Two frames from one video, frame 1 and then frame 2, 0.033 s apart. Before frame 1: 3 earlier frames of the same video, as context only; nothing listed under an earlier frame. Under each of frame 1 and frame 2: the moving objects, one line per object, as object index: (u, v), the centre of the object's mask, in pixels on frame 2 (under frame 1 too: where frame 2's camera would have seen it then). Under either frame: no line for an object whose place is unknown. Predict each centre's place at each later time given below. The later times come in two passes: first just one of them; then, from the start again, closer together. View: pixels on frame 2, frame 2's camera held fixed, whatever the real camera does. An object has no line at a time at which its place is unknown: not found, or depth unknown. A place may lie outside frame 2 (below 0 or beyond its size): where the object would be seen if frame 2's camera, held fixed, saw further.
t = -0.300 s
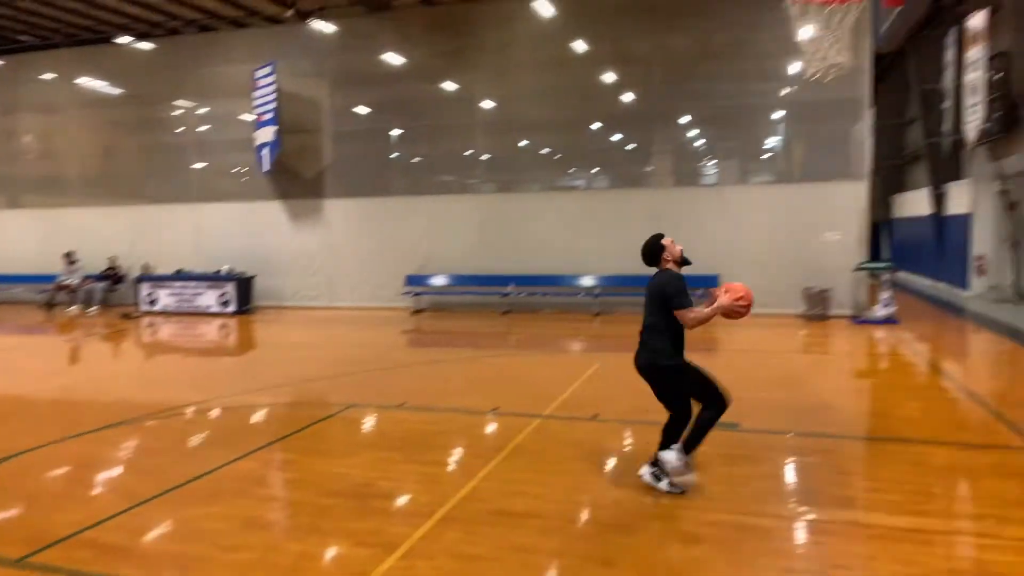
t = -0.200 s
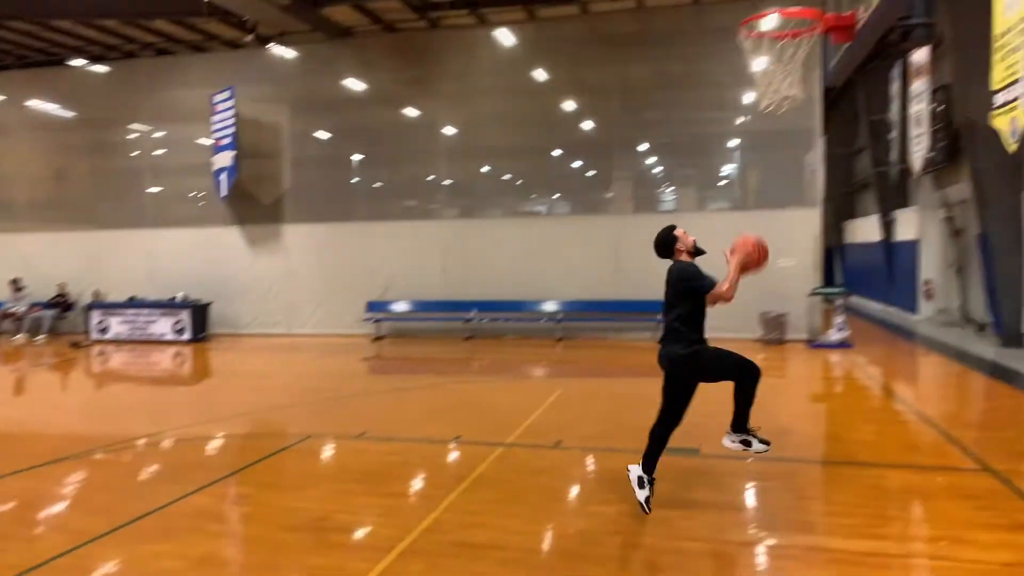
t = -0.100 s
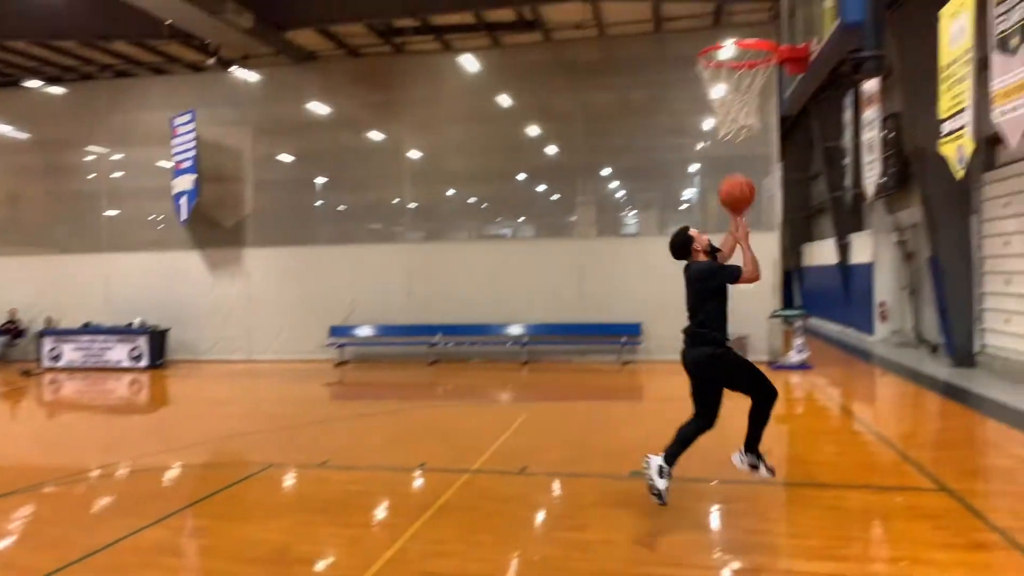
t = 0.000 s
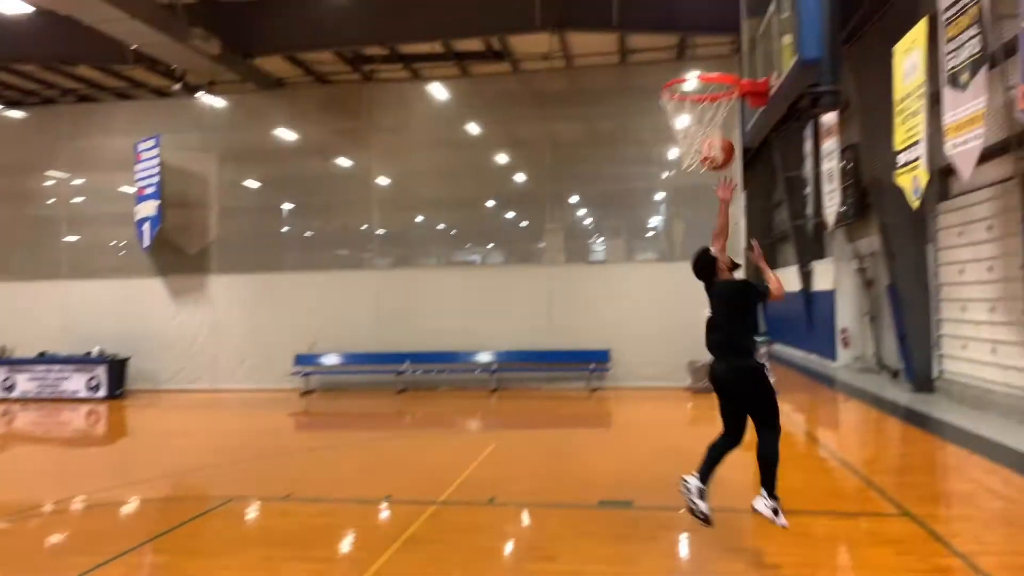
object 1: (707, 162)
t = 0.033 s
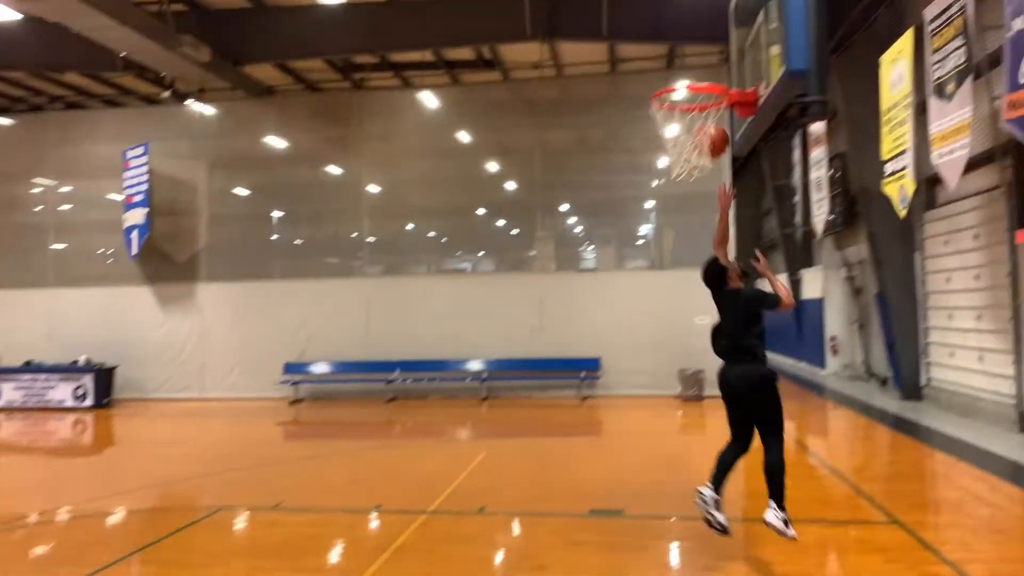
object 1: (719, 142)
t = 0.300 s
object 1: (709, 59)
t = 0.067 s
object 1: (719, 125)
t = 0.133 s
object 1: (727, 80)
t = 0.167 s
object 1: (726, 75)
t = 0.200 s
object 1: (721, 70)
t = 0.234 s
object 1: (716, 66)
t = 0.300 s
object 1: (709, 59)
